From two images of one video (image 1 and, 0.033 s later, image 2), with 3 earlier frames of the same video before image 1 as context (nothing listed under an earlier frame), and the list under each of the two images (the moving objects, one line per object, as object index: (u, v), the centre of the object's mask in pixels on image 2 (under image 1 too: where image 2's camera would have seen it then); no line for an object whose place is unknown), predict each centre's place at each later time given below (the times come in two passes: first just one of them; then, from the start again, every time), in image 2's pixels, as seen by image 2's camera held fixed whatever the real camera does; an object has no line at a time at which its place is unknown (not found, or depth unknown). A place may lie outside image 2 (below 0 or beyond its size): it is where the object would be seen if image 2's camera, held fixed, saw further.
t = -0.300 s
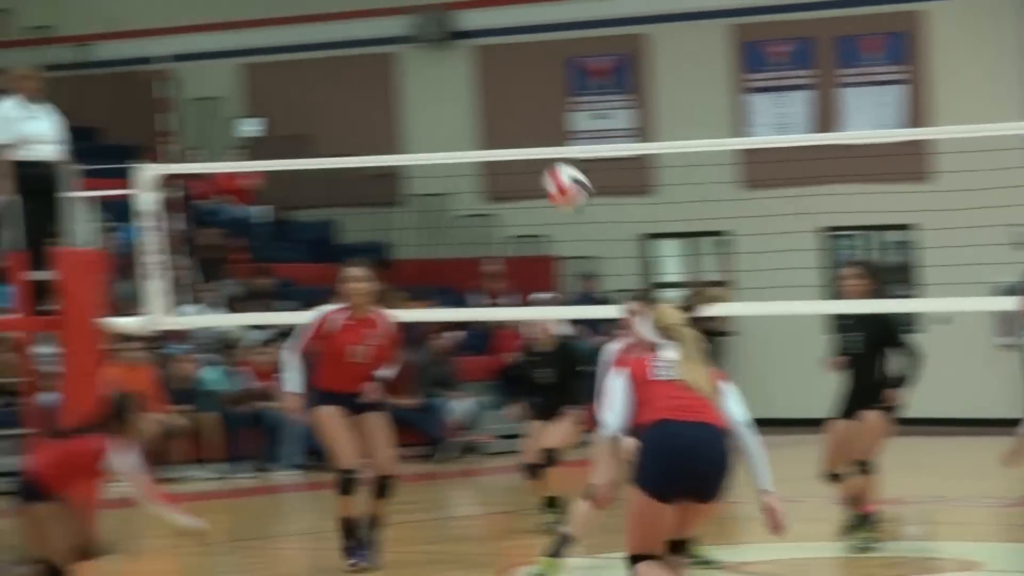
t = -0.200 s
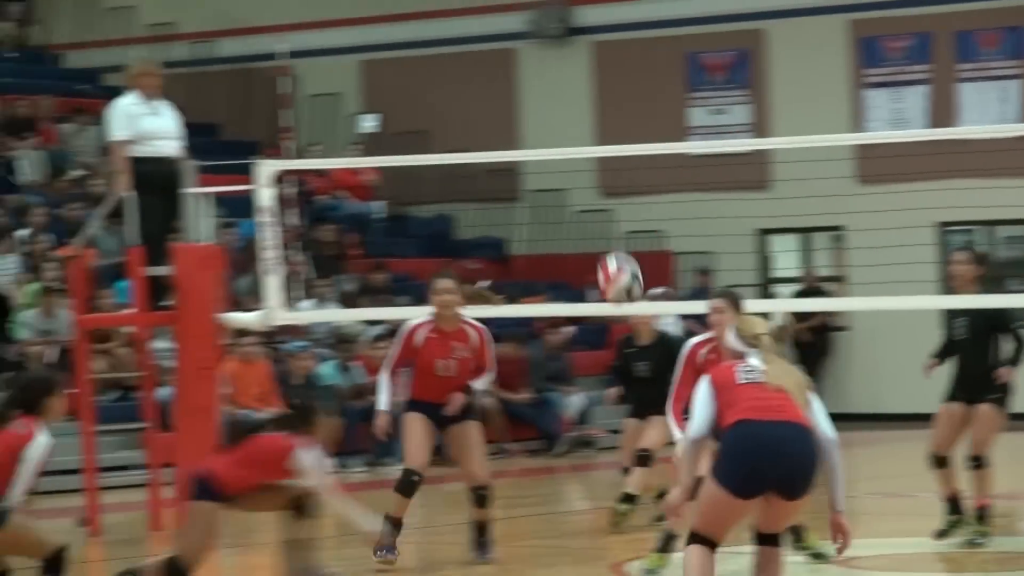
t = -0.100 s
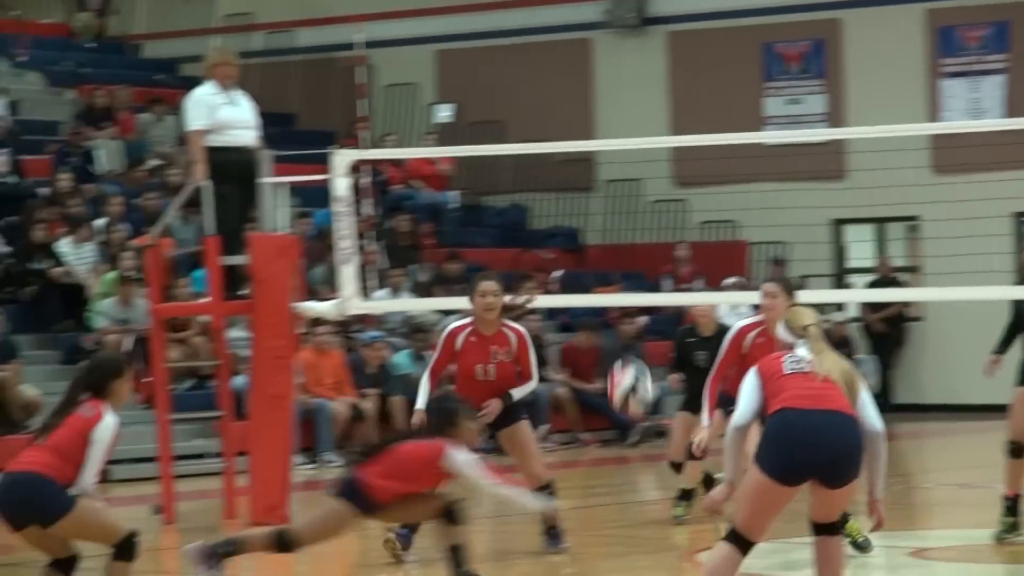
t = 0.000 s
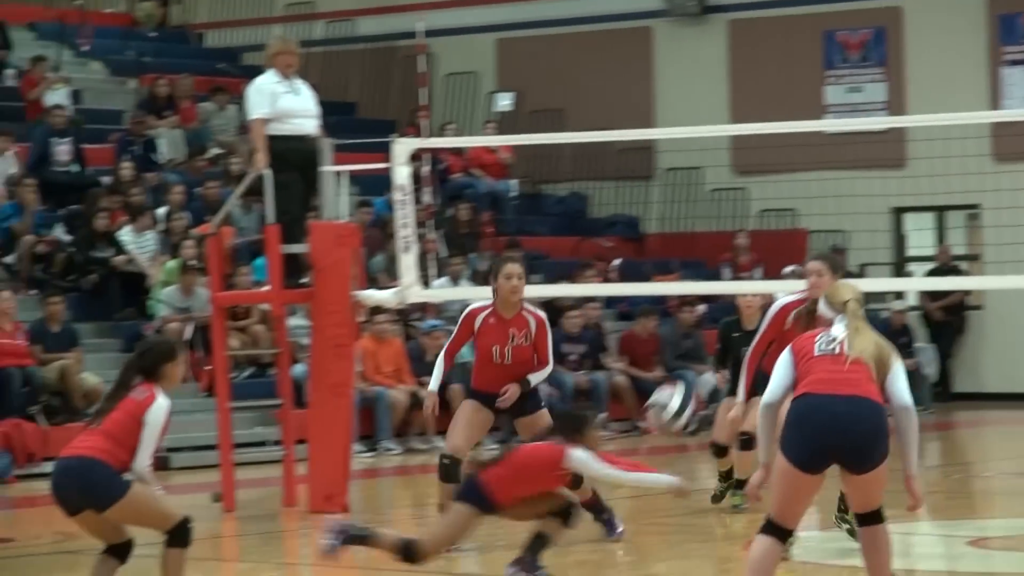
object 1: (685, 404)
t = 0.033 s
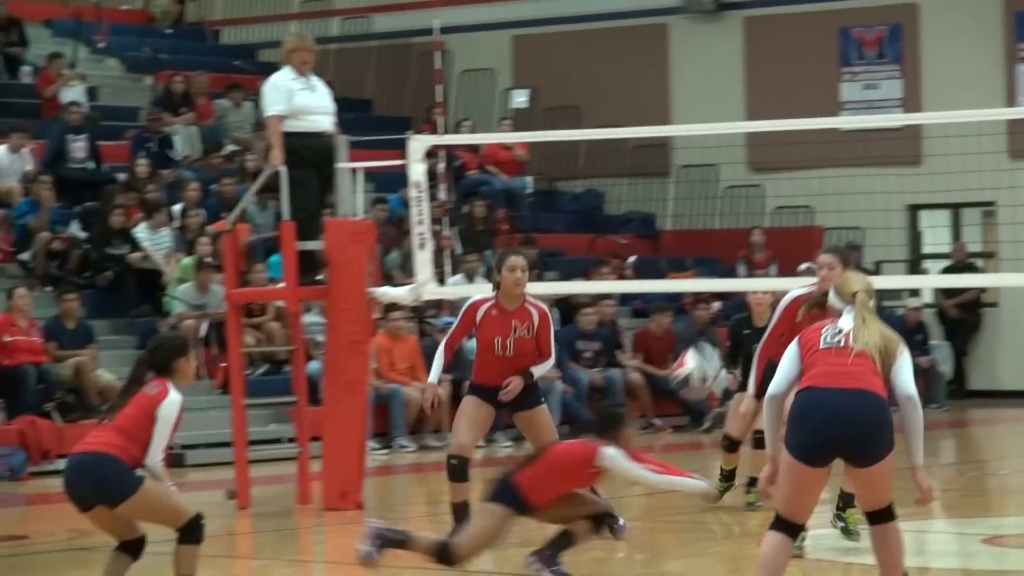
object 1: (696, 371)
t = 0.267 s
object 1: (788, 187)
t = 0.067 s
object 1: (710, 337)
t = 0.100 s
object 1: (720, 310)
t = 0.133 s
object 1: (737, 277)
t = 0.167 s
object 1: (750, 253)
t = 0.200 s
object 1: (763, 230)
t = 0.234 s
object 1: (775, 208)
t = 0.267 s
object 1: (788, 187)
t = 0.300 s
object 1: (800, 170)
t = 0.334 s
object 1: (811, 155)
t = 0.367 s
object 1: (824, 144)
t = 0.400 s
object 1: (836, 133)
